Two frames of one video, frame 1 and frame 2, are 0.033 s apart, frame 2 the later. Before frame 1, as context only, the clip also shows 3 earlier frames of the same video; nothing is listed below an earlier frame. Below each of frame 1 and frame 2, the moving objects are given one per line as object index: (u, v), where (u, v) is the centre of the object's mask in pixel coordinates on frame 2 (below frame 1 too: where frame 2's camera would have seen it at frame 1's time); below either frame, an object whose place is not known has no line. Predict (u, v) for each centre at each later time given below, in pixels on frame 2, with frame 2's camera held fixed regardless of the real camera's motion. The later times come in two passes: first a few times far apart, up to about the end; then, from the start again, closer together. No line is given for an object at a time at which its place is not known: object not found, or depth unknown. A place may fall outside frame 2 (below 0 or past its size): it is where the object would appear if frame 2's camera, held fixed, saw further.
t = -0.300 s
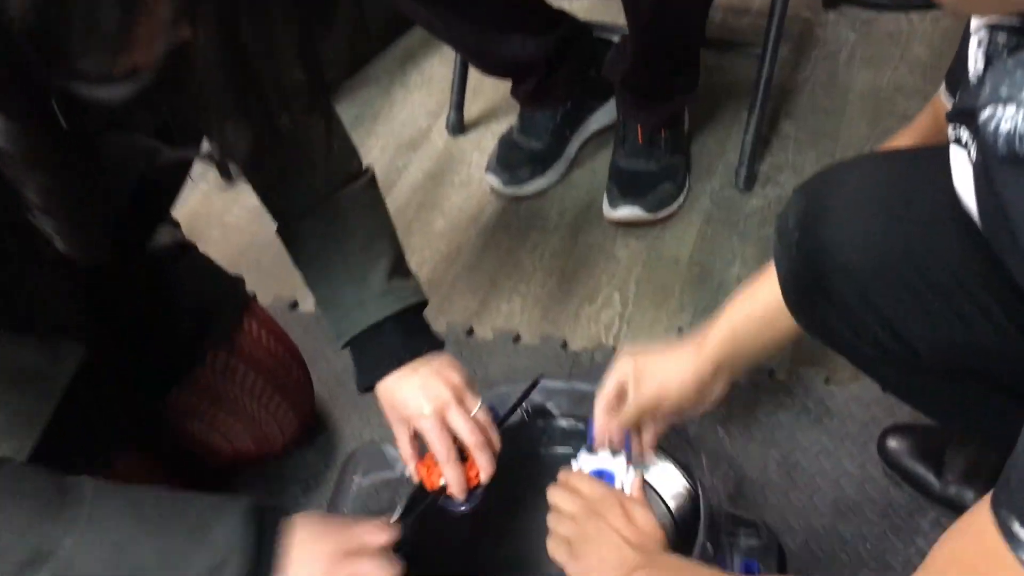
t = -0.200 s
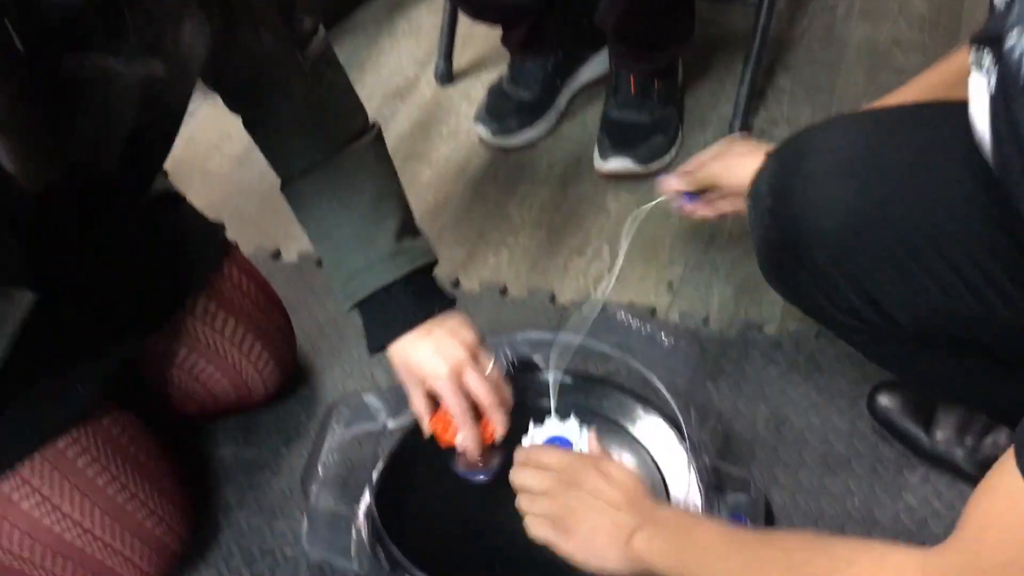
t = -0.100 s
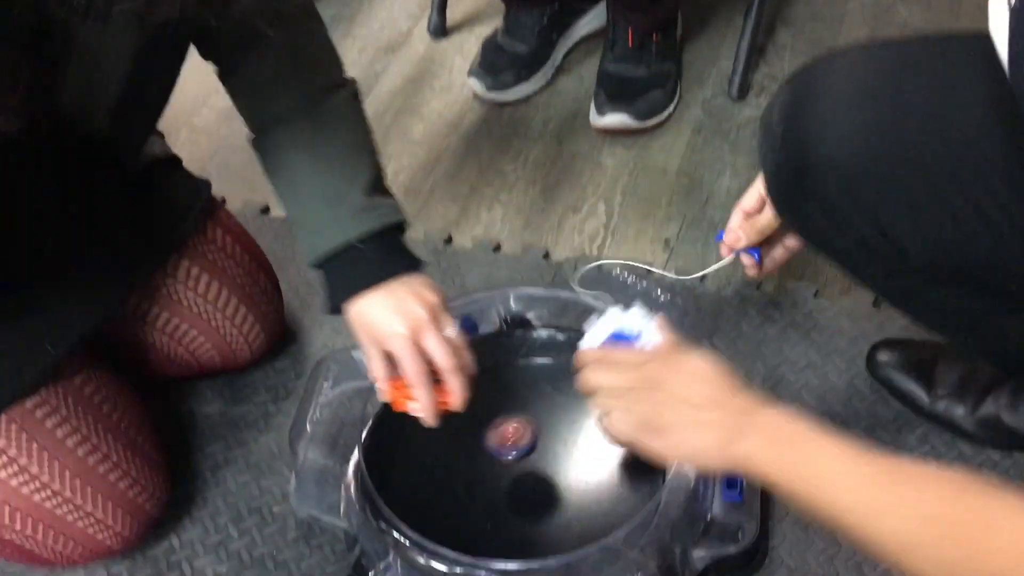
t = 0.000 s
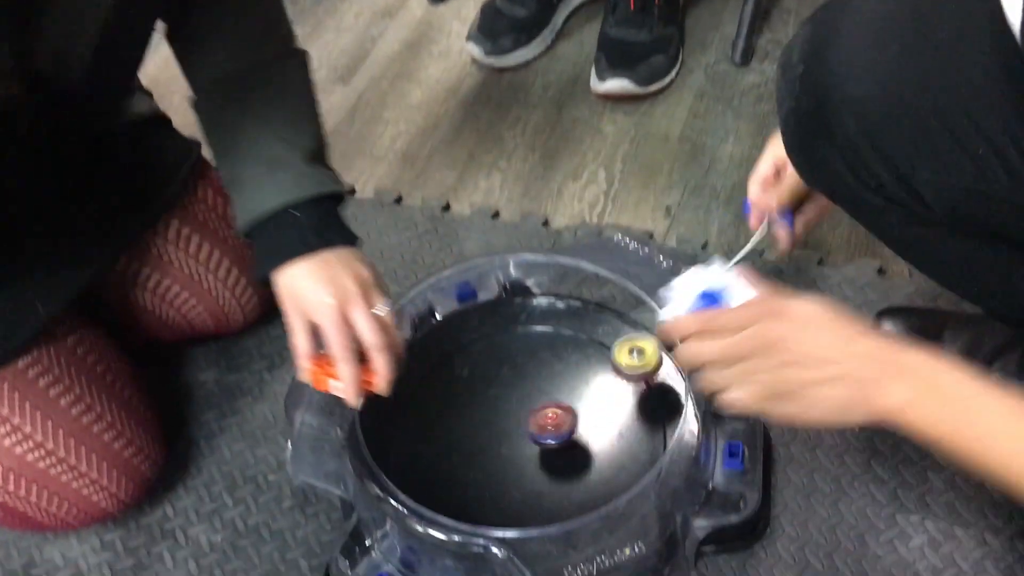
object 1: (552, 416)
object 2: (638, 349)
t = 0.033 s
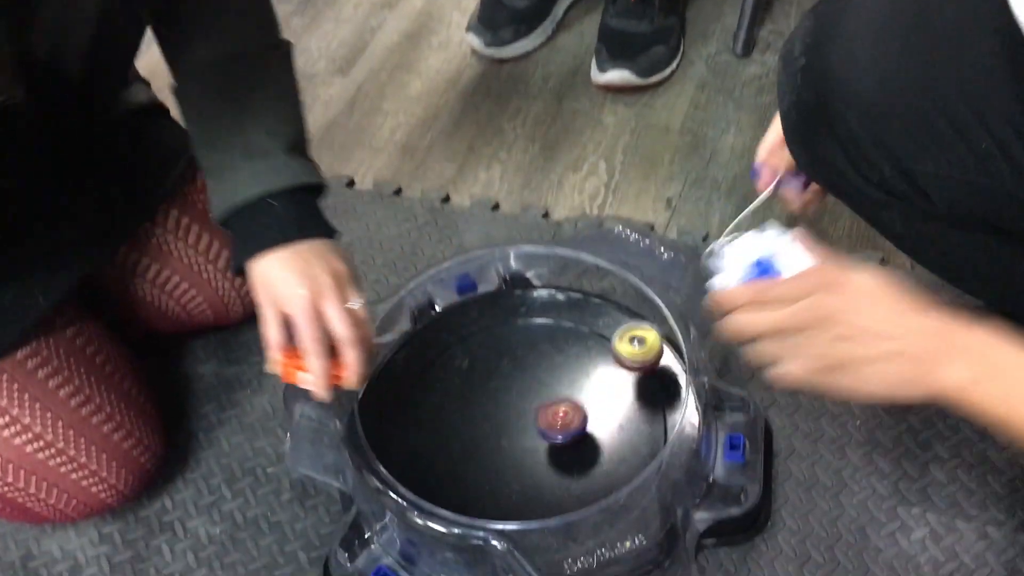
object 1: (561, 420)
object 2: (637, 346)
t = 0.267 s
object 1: (556, 454)
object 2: (572, 386)
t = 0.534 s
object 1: (447, 487)
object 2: (533, 381)
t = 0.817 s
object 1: (477, 494)
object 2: (542, 381)
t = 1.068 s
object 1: (488, 444)
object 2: (543, 394)
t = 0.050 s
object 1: (563, 418)
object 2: (637, 347)
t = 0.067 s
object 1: (565, 417)
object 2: (637, 350)
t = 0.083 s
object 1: (567, 419)
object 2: (636, 353)
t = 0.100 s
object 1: (569, 421)
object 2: (630, 355)
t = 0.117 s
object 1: (572, 425)
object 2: (626, 357)
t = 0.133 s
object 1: (575, 431)
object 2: (620, 361)
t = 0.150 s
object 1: (576, 435)
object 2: (614, 365)
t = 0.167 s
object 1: (575, 433)
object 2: (608, 369)
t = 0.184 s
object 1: (574, 433)
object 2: (602, 374)
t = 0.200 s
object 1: (573, 434)
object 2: (595, 380)
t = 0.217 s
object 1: (572, 436)
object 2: (588, 385)
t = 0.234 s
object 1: (569, 440)
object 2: (582, 388)
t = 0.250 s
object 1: (562, 447)
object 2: (577, 387)
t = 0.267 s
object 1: (556, 454)
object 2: (572, 386)
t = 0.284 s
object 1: (549, 460)
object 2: (568, 385)
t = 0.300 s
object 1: (541, 465)
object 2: (564, 384)
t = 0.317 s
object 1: (533, 469)
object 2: (560, 383)
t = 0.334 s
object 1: (523, 472)
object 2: (556, 382)
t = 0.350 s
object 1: (515, 474)
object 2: (553, 382)
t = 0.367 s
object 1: (506, 476)
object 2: (550, 381)
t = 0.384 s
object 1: (498, 478)
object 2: (547, 381)
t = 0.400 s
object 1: (490, 479)
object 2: (544, 381)
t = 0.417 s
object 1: (482, 481)
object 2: (542, 381)
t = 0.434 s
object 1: (475, 482)
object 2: (540, 381)
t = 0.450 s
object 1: (469, 484)
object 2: (538, 380)
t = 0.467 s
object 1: (463, 485)
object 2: (536, 381)
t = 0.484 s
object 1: (458, 486)
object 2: (535, 381)
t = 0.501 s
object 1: (453, 486)
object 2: (534, 380)
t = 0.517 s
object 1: (450, 487)
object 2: (533, 381)
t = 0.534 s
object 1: (447, 487)
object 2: (533, 381)
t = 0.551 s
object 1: (445, 487)
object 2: (532, 381)
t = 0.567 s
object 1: (444, 487)
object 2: (532, 381)
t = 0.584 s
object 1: (443, 487)
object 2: (533, 381)
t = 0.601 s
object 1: (443, 488)
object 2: (533, 382)
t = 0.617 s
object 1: (444, 488)
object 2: (533, 382)
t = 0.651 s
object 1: (445, 489)
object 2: (533, 382)
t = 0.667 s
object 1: (447, 489)
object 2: (534, 382)
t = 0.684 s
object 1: (449, 490)
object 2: (535, 382)
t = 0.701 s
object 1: (452, 491)
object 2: (536, 382)
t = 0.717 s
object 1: (455, 492)
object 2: (536, 382)
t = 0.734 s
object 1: (459, 493)
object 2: (537, 382)
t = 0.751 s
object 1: (462, 493)
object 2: (538, 382)
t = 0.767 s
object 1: (466, 494)
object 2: (539, 381)
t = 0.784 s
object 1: (470, 494)
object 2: (540, 381)
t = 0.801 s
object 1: (474, 494)
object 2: (541, 381)
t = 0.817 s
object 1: (477, 494)
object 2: (542, 381)
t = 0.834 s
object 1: (480, 494)
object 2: (543, 381)
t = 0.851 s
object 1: (483, 493)
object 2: (544, 381)
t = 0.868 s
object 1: (485, 492)
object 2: (544, 382)
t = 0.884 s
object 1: (488, 490)
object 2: (545, 384)
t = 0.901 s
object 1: (491, 487)
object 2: (545, 385)
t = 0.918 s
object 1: (492, 484)
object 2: (545, 386)
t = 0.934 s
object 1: (495, 479)
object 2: (545, 388)
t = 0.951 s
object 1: (497, 476)
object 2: (544, 390)
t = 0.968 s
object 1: (498, 471)
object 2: (543, 392)
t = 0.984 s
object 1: (500, 466)
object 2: (542, 394)
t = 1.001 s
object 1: (501, 461)
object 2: (540, 397)
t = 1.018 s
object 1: (503, 454)
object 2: (538, 399)
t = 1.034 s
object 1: (503, 448)
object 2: (535, 401)
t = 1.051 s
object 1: (500, 444)
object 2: (535, 401)
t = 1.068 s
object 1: (488, 444)
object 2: (543, 394)
